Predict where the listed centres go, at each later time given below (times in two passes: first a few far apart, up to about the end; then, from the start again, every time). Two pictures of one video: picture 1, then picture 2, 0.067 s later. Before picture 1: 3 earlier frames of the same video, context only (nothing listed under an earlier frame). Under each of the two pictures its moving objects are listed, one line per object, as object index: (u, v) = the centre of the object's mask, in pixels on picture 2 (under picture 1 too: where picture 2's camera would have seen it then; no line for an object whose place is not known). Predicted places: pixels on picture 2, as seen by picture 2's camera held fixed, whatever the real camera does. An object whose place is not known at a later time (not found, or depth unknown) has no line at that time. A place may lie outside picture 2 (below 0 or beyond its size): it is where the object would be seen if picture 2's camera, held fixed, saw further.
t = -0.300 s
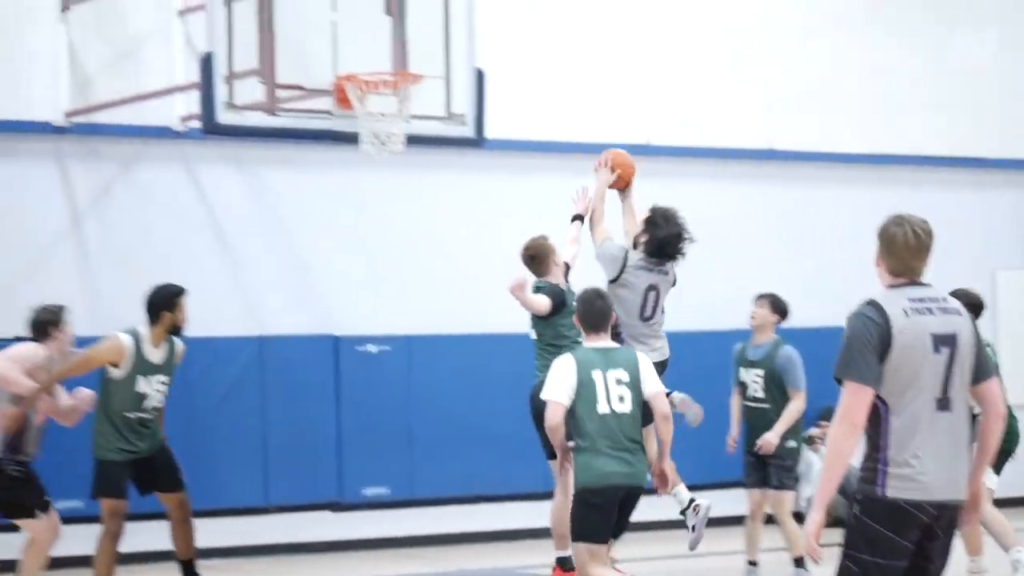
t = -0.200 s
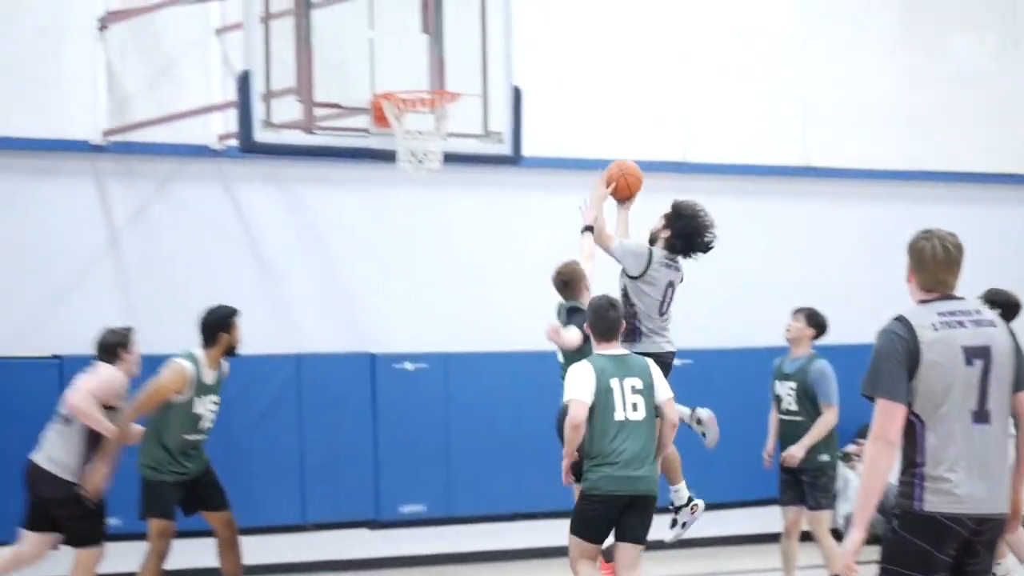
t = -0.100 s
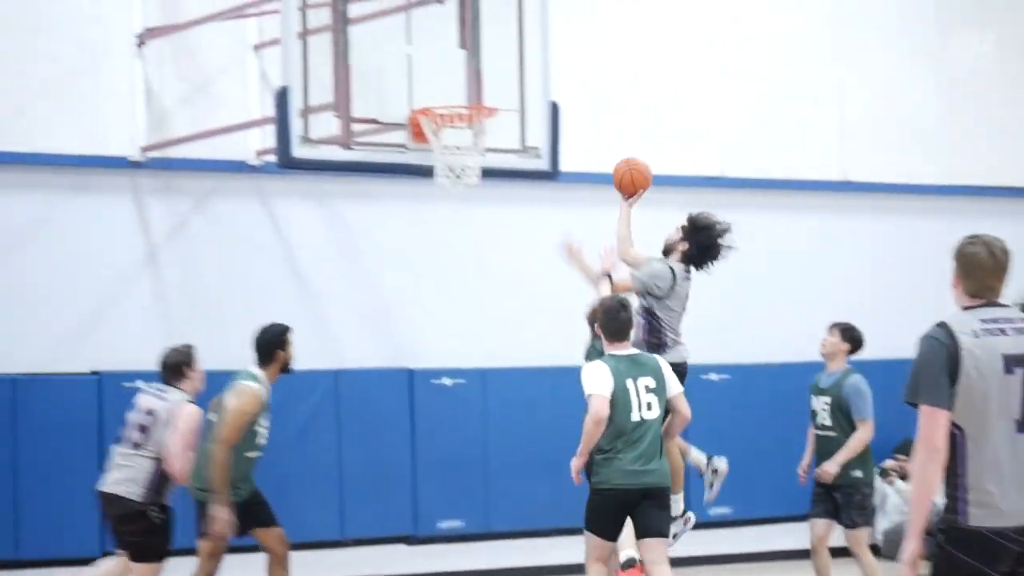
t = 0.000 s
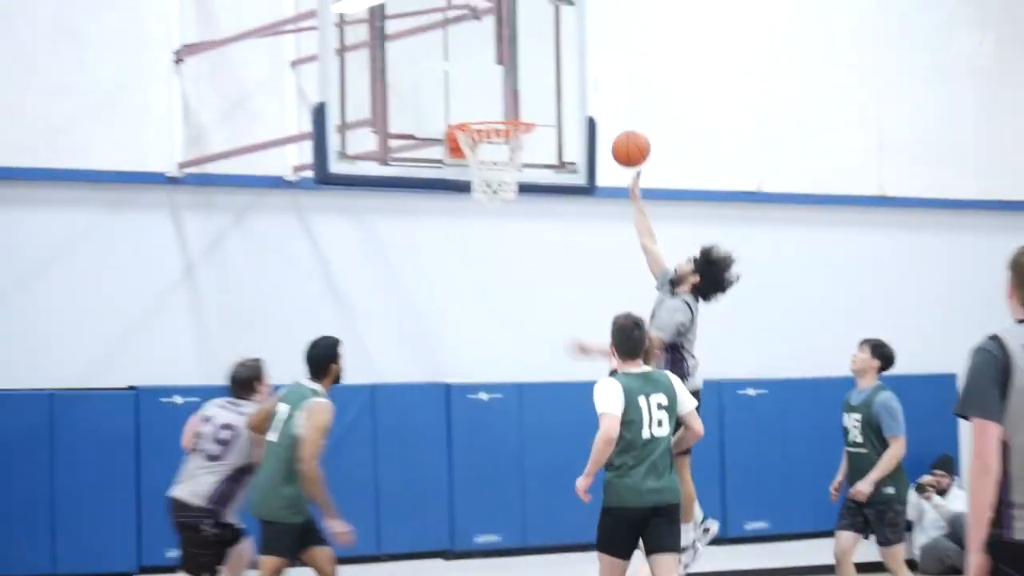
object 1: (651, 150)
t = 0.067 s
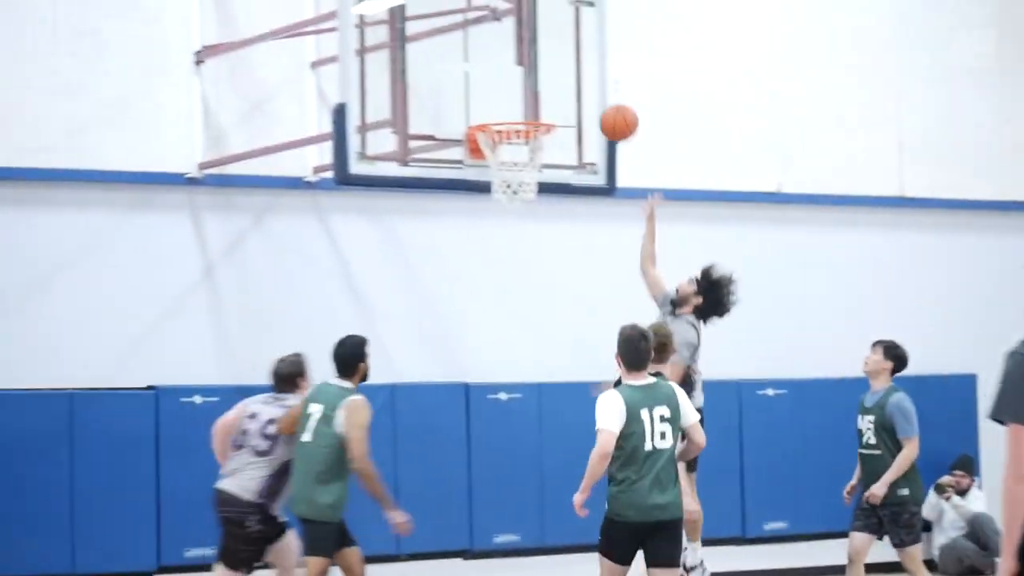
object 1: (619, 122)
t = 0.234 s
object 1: (552, 87)
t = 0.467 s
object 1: (527, 112)
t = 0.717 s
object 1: (519, 187)
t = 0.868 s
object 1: (508, 213)
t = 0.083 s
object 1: (611, 117)
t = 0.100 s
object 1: (603, 112)
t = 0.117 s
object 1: (594, 107)
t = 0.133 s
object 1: (587, 103)
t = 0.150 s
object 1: (579, 99)
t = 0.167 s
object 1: (571, 95)
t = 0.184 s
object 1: (563, 92)
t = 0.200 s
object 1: (556, 90)
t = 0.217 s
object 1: (555, 88)
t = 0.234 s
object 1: (552, 87)
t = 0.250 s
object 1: (551, 87)
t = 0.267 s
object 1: (549, 87)
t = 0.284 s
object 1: (547, 87)
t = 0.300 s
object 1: (545, 88)
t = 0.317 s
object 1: (544, 89)
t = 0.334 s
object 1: (541, 90)
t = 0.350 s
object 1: (540, 92)
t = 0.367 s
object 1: (538, 95)
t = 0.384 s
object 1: (536, 98)
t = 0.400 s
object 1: (534, 101)
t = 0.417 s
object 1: (532, 104)
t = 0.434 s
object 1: (531, 107)
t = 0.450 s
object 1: (529, 109)
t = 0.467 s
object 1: (527, 112)
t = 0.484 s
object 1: (524, 125)
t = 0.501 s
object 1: (523, 132)
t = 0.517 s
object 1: (521, 142)
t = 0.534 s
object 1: (520, 147)
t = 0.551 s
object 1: (518, 152)
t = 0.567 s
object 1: (517, 158)
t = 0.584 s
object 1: (517, 162)
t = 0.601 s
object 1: (516, 163)
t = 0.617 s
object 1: (513, 163)
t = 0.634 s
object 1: (513, 157)
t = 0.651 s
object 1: (517, 185)
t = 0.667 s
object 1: (522, 185)
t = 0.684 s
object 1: (517, 185)
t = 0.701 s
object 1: (521, 186)
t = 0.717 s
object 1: (519, 187)
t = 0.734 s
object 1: (518, 188)
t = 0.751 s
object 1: (515, 189)
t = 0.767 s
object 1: (514, 192)
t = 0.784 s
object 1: (513, 194)
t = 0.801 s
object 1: (512, 196)
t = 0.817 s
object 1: (511, 200)
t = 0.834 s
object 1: (510, 204)
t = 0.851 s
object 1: (509, 208)
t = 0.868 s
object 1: (508, 213)
